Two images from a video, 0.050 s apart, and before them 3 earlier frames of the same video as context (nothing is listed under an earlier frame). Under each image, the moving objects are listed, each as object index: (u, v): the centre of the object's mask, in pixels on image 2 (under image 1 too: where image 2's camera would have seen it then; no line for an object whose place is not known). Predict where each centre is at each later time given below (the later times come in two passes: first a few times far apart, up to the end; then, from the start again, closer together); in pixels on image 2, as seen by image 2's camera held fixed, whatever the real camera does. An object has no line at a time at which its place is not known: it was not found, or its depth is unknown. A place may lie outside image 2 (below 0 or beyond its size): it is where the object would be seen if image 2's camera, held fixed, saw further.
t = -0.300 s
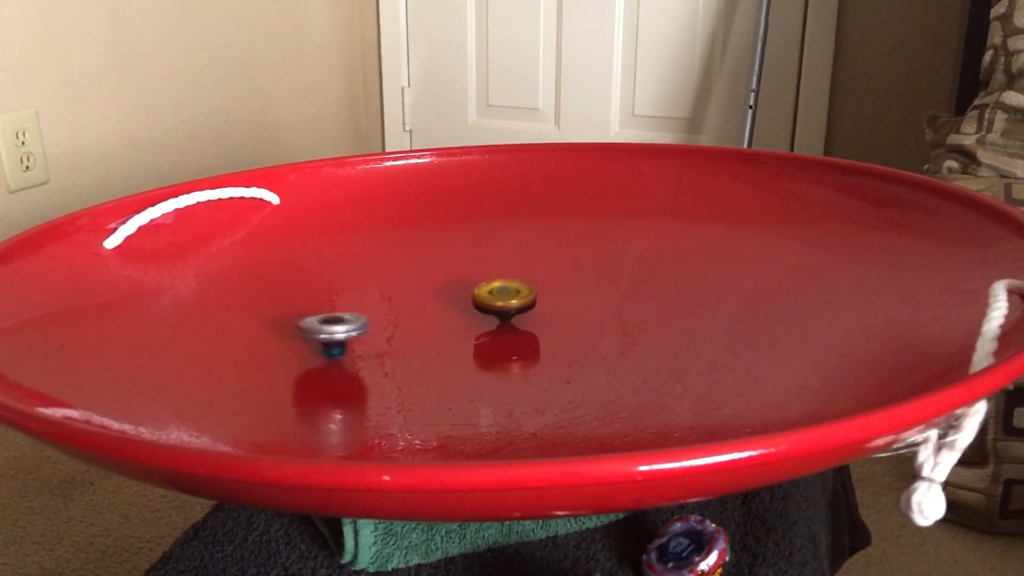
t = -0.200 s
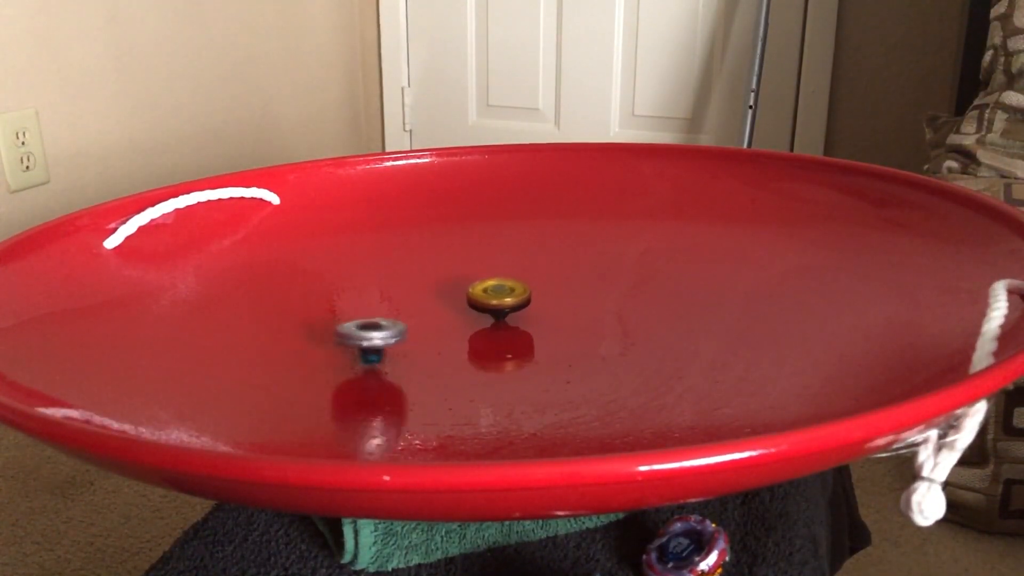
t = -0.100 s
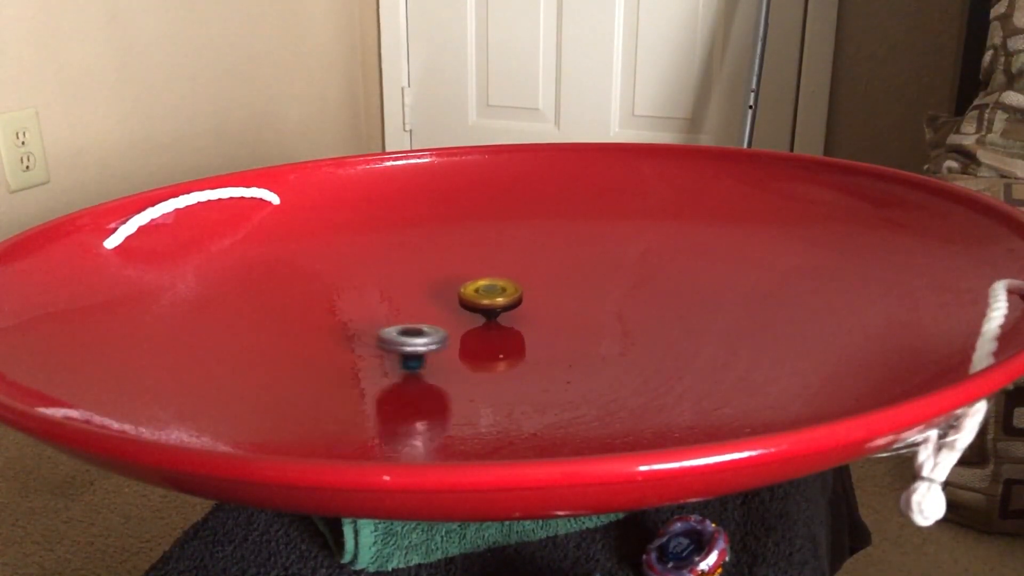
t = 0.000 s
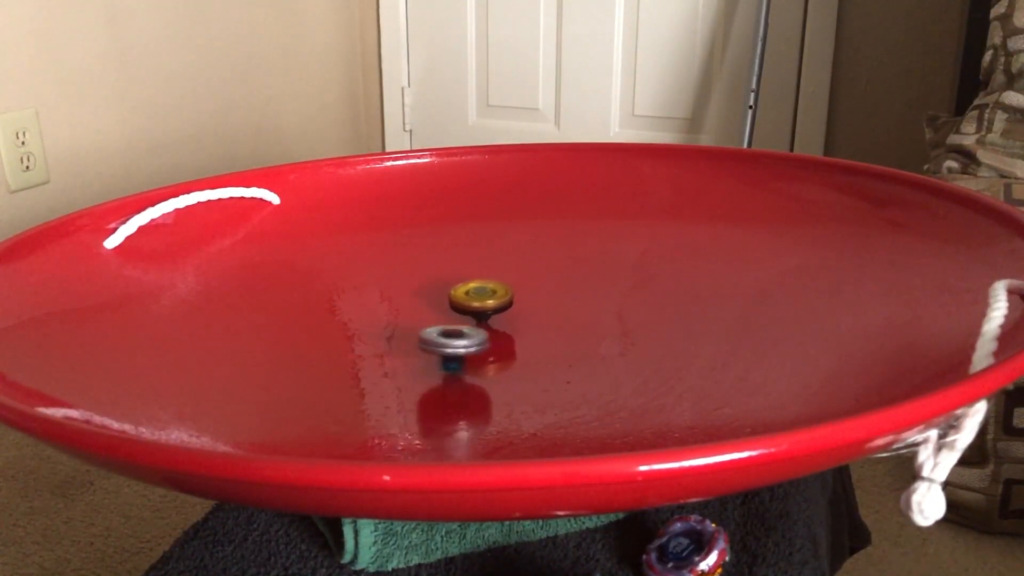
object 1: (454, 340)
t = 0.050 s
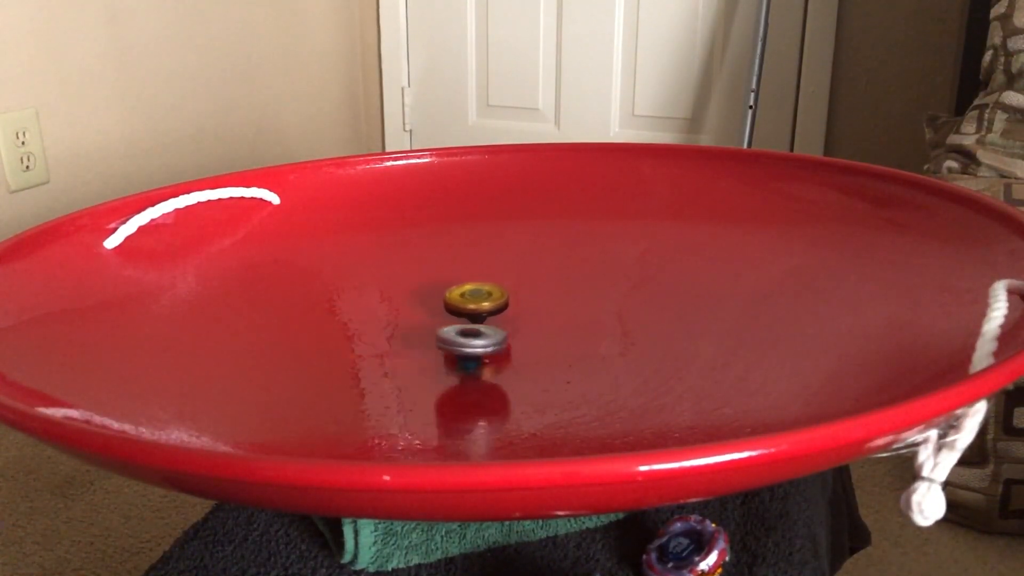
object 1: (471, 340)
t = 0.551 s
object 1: (533, 348)
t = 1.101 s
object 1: (570, 348)
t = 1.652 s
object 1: (543, 322)
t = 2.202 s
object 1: (659, 270)
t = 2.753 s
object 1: (694, 283)
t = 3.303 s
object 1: (330, 205)
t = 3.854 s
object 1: (330, 426)
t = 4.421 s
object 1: (799, 252)
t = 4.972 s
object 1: (352, 233)
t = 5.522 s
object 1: (260, 343)
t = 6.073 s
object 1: (550, 350)
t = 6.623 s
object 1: (524, 330)
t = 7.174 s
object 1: (472, 326)
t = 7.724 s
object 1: (444, 324)
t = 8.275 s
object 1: (446, 320)
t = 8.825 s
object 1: (466, 318)
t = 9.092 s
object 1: (472, 319)
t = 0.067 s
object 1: (476, 339)
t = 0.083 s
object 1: (480, 339)
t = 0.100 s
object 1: (485, 338)
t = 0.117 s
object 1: (489, 338)
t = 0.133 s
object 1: (493, 338)
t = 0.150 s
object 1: (497, 337)
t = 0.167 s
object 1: (499, 337)
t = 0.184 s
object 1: (502, 337)
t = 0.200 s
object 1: (504, 337)
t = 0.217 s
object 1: (506, 336)
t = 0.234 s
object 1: (508, 336)
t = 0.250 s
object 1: (509, 336)
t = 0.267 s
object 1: (511, 336)
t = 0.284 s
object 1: (510, 336)
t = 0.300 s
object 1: (511, 336)
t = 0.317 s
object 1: (511, 337)
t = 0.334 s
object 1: (513, 336)
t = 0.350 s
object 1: (513, 336)
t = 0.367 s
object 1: (513, 336)
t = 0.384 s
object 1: (514, 336)
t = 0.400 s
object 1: (517, 338)
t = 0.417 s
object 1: (520, 339)
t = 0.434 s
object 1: (523, 341)
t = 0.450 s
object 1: (526, 342)
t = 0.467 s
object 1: (527, 344)
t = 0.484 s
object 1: (529, 344)
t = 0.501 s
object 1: (531, 345)
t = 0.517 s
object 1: (532, 346)
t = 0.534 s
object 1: (532, 346)
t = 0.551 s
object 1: (533, 348)
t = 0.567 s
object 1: (533, 348)
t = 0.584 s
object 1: (533, 349)
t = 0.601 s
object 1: (532, 348)
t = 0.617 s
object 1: (531, 350)
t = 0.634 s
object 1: (530, 350)
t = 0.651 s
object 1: (530, 350)
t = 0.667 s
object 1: (528, 350)
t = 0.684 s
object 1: (527, 350)
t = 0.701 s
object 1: (525, 350)
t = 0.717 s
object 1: (523, 350)
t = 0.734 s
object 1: (520, 349)
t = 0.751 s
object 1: (518, 350)
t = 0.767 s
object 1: (516, 350)
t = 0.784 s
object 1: (513, 349)
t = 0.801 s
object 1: (511, 348)
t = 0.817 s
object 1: (508, 348)
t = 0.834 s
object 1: (505, 347)
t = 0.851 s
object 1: (502, 346)
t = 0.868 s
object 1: (500, 345)
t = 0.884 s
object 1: (497, 345)
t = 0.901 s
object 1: (494, 344)
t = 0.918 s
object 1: (492, 343)
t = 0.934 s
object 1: (489, 342)
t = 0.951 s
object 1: (487, 341)
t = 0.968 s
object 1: (497, 342)
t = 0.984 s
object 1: (507, 343)
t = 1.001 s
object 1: (517, 344)
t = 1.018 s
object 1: (527, 345)
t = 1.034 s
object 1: (537, 346)
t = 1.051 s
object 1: (546, 347)
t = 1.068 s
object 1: (555, 347)
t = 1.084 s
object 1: (562, 347)
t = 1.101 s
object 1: (570, 348)
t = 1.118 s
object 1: (576, 348)
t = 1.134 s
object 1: (582, 348)
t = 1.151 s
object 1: (587, 348)
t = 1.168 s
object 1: (592, 348)
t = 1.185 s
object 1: (597, 347)
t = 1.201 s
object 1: (601, 347)
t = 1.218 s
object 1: (604, 346)
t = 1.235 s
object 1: (607, 346)
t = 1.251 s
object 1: (610, 346)
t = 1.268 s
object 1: (611, 345)
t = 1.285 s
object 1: (612, 344)
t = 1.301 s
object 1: (612, 344)
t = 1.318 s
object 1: (612, 343)
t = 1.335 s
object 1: (612, 342)
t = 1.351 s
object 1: (611, 342)
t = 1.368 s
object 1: (609, 340)
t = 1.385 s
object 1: (608, 340)
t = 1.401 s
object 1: (605, 338)
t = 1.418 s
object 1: (603, 338)
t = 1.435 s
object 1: (600, 336)
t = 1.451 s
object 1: (597, 335)
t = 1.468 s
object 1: (594, 335)
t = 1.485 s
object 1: (590, 334)
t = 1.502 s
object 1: (586, 332)
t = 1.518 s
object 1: (582, 331)
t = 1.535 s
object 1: (578, 330)
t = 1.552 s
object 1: (573, 329)
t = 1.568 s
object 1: (568, 328)
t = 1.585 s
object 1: (563, 327)
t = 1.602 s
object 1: (559, 326)
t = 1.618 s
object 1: (553, 325)
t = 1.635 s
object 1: (548, 324)
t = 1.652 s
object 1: (543, 322)
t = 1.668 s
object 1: (538, 321)
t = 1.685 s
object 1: (532, 320)
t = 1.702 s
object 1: (527, 320)
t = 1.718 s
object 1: (521, 319)
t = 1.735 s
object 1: (516, 318)
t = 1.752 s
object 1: (511, 317)
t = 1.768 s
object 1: (505, 316)
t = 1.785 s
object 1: (500, 315)
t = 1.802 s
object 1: (495, 315)
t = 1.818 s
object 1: (490, 314)
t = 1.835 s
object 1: (485, 313)
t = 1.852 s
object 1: (480, 312)
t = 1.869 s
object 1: (476, 312)
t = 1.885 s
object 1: (472, 311)
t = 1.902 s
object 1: (468, 310)
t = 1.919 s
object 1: (465, 309)
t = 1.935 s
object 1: (461, 309)
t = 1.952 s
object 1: (458, 308)
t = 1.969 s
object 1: (455, 308)
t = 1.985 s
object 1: (453, 307)
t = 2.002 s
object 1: (450, 307)
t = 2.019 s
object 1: (448, 306)
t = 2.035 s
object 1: (463, 303)
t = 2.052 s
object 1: (486, 302)
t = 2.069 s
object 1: (507, 298)
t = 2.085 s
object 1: (527, 295)
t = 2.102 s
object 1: (548, 291)
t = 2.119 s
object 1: (567, 289)
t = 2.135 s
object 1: (587, 283)
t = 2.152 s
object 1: (605, 280)
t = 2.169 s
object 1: (624, 277)
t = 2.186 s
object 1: (641, 273)
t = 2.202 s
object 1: (659, 270)
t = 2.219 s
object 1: (675, 265)
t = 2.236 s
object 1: (690, 262)
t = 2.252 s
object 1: (704, 257)
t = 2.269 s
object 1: (718, 255)
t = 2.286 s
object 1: (730, 251)
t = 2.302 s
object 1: (742, 249)
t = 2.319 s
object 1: (753, 245)
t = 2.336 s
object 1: (763, 242)
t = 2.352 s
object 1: (772, 241)
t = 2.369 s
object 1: (780, 238)
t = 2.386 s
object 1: (787, 236)
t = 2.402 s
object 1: (793, 232)
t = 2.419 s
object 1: (798, 231)
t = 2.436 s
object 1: (803, 232)
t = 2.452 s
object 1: (806, 233)
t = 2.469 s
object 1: (808, 233)
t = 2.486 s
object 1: (809, 233)
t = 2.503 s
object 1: (809, 235)
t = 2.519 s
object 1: (808, 236)
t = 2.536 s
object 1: (806, 238)
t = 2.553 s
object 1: (803, 239)
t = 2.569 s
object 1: (799, 242)
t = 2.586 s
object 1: (794, 245)
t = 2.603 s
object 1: (787, 247)
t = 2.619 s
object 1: (781, 251)
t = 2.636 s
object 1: (773, 255)
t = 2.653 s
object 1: (763, 259)
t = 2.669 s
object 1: (754, 263)
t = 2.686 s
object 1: (743, 267)
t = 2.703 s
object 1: (732, 271)
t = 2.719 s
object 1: (720, 275)
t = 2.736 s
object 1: (707, 280)
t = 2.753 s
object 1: (694, 283)
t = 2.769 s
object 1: (680, 288)
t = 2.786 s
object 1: (665, 293)
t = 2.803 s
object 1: (651, 296)
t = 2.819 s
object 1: (640, 293)
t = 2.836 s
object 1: (641, 281)
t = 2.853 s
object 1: (645, 266)
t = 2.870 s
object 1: (647, 250)
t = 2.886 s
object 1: (648, 236)
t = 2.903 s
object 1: (648, 220)
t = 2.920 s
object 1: (648, 206)
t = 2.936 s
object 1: (648, 192)
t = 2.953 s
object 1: (646, 175)
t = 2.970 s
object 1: (642, 158)
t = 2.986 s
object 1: (631, 142)
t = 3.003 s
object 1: (614, 127)
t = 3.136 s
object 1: (492, 126)
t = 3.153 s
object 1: (477, 139)
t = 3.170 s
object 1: (458, 160)
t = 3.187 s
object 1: (441, 180)
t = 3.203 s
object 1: (425, 205)
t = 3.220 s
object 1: (411, 217)
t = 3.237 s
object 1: (396, 210)
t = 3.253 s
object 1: (380, 204)
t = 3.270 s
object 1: (364, 201)
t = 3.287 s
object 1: (346, 201)
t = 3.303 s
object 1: (330, 205)
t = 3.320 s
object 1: (312, 212)
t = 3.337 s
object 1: (293, 223)
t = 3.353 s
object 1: (275, 238)
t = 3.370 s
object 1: (256, 257)
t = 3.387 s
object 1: (238, 268)
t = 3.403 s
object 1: (223, 267)
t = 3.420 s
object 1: (207, 270)
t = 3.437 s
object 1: (188, 275)
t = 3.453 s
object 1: (172, 285)
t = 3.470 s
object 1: (156, 297)
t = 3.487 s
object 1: (142, 292)
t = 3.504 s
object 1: (127, 285)
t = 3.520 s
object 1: (114, 284)
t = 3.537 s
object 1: (101, 287)
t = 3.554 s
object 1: (88, 295)
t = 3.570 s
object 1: (74, 307)
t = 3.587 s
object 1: (60, 323)
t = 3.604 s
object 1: (51, 336)
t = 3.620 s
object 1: (48, 338)
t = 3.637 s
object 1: (46, 348)
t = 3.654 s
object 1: (49, 355)
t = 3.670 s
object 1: (60, 359)
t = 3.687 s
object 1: (71, 368)
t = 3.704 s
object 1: (85, 383)
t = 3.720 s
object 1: (103, 391)
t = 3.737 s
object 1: (125, 400)
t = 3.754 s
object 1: (149, 406)
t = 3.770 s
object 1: (177, 408)
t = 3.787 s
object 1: (207, 420)
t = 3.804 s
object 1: (234, 424)
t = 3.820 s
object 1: (264, 428)
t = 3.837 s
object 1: (300, 428)
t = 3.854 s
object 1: (330, 426)
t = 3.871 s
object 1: (365, 427)
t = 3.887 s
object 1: (400, 431)
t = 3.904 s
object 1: (436, 436)
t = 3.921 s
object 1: (469, 430)
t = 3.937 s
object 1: (501, 426)
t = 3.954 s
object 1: (535, 426)
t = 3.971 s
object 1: (566, 428)
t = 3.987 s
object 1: (598, 415)
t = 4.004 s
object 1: (628, 405)
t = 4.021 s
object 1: (653, 400)
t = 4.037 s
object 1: (678, 399)
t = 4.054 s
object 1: (708, 397)
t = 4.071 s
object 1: (728, 389)
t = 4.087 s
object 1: (748, 382)
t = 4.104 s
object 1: (770, 376)
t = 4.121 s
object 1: (784, 368)
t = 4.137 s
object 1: (799, 361)
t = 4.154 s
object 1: (812, 351)
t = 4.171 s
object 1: (823, 343)
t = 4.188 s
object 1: (832, 337)
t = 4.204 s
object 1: (839, 329)
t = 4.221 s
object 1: (844, 321)
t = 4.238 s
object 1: (847, 314)
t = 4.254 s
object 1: (849, 306)
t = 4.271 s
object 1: (849, 299)
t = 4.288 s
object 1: (848, 293)
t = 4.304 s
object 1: (845, 287)
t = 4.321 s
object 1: (842, 281)
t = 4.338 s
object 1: (837, 276)
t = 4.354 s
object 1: (831, 270)
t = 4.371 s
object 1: (825, 265)
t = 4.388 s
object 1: (817, 261)
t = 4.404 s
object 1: (809, 255)
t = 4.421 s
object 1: (799, 252)
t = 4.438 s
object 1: (790, 249)
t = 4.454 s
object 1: (780, 245)
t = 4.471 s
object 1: (768, 242)
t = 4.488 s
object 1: (758, 240)
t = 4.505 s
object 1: (745, 237)
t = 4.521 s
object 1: (732, 234)
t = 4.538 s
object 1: (720, 233)
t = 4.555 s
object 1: (707, 231)
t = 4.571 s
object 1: (693, 229)
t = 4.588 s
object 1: (680, 228)
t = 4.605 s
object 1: (666, 227)
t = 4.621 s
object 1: (651, 226)
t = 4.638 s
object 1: (638, 225)
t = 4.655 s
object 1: (624, 225)
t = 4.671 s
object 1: (610, 224)
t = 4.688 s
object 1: (596, 224)
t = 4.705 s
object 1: (582, 223)
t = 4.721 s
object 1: (566, 223)
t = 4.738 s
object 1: (552, 223)
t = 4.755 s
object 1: (538, 223)
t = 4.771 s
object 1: (522, 223)
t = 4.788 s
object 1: (507, 223)
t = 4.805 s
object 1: (494, 224)
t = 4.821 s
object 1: (479, 224)
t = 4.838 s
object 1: (463, 224)
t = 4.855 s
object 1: (450, 225)
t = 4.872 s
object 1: (435, 226)
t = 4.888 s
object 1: (420, 226)
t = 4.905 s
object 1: (406, 227)
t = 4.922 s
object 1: (392, 228)
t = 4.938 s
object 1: (378, 229)
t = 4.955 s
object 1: (365, 231)
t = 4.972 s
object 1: (352, 233)
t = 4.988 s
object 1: (339, 234)
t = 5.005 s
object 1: (326, 235)
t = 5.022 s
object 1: (315, 237)
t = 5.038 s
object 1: (303, 238)
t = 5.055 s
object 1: (291, 241)
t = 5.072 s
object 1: (281, 243)
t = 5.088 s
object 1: (271, 245)
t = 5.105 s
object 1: (260, 248)
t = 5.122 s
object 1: (252, 251)
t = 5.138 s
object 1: (243, 253)
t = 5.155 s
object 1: (235, 256)
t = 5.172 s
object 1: (229, 260)
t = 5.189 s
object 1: (222, 263)
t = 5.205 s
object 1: (216, 266)
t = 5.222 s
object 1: (212, 270)
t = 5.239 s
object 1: (209, 274)
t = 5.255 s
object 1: (204, 277)
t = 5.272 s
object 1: (203, 281)
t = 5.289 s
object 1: (202, 286)
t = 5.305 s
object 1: (199, 289)
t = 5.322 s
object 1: (200, 294)
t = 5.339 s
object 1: (200, 298)
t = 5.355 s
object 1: (201, 303)
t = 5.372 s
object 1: (204, 307)
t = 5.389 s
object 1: (208, 311)
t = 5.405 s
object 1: (211, 315)
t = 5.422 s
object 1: (216, 320)
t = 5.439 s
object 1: (223, 324)
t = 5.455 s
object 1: (228, 327)
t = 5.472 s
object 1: (235, 331)
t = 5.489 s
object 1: (244, 336)
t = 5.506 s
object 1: (251, 339)
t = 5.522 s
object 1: (260, 343)
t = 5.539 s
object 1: (271, 346)
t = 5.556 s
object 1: (280, 349)
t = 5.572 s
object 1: (291, 352)
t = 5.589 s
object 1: (303, 355)
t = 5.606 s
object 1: (314, 357)
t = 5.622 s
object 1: (325, 360)
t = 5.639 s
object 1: (338, 362)
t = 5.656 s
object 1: (350, 364)
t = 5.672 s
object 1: (362, 365)
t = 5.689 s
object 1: (374, 367)
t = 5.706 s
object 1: (386, 367)
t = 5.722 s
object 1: (397, 369)
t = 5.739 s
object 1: (409, 369)
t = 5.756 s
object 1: (421, 369)
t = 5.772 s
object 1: (431, 369)
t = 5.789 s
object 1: (441, 369)
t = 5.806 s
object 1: (453, 369)
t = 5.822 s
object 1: (462, 368)
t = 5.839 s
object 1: (471, 368)
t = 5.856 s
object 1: (481, 367)
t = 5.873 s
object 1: (489, 366)
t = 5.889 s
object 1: (497, 365)
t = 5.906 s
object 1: (504, 364)
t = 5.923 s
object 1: (511, 363)
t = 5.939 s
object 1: (518, 361)
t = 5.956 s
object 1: (524, 359)
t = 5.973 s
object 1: (529, 358)
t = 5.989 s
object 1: (534, 357)
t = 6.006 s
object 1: (538, 355)
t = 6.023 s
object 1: (541, 354)
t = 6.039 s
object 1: (545, 352)
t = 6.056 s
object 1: (548, 351)
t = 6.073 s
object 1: (550, 350)
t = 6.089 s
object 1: (552, 348)
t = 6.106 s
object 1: (553, 347)
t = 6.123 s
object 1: (554, 345)
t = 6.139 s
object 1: (555, 344)
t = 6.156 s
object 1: (555, 343)
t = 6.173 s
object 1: (556, 343)
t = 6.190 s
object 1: (555, 342)
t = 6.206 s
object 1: (555, 340)
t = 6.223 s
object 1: (555, 339)
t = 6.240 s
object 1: (554, 339)
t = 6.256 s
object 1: (554, 338)
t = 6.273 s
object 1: (553, 337)
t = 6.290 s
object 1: (553, 336)
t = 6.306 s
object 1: (552, 335)
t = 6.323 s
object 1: (551, 335)
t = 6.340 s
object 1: (550, 334)
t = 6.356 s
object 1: (549, 334)
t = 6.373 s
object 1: (548, 333)
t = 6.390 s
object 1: (547, 333)
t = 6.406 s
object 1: (546, 333)
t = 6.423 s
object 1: (544, 333)
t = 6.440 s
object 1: (543, 333)
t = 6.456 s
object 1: (541, 332)
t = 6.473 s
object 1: (540, 332)
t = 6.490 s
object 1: (538, 331)
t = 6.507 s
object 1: (537, 331)
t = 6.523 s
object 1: (535, 331)
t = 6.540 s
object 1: (533, 331)
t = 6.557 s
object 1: (532, 330)
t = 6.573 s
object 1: (530, 331)
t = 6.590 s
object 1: (528, 330)
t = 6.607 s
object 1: (526, 330)
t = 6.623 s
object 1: (524, 330)
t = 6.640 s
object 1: (522, 330)
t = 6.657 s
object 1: (520, 330)
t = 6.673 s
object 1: (518, 329)
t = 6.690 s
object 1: (517, 329)
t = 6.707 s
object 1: (515, 329)
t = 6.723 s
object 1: (513, 329)
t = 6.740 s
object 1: (511, 329)
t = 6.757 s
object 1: (510, 329)
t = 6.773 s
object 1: (508, 329)
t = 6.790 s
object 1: (507, 328)
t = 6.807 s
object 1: (505, 328)
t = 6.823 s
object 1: (503, 328)
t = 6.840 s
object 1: (502, 328)
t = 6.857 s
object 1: (500, 327)
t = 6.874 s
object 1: (498, 327)
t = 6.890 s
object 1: (497, 327)
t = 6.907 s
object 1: (496, 327)
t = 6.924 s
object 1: (494, 327)
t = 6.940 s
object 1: (493, 327)
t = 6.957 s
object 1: (491, 327)
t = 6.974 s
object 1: (490, 326)
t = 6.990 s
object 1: (488, 327)
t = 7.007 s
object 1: (487, 326)
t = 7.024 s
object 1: (485, 326)
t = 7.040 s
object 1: (484, 326)
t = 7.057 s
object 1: (482, 326)
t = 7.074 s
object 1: (481, 326)
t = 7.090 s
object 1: (480, 326)
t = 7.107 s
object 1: (478, 326)
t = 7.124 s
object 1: (476, 326)
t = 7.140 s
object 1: (475, 326)
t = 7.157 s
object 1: (473, 325)
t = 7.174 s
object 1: (472, 326)
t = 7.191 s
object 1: (471, 326)
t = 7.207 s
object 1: (469, 326)
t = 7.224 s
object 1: (468, 326)
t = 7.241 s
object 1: (468, 326)
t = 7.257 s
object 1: (466, 326)
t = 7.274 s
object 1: (465, 326)
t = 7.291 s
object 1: (464, 326)
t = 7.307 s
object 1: (463, 326)
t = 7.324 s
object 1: (461, 326)
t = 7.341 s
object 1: (460, 326)
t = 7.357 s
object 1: (459, 326)
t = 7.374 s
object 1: (458, 326)
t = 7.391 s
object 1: (457, 326)
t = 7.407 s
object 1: (456, 326)
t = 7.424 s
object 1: (455, 326)
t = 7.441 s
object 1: (454, 326)
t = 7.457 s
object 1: (453, 326)
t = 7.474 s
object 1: (452, 326)
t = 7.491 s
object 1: (452, 326)
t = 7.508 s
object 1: (451, 326)
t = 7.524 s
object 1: (450, 326)
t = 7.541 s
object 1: (449, 325)
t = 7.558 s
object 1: (448, 325)
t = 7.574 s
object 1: (447, 325)
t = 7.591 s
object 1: (447, 325)
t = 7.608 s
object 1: (447, 325)
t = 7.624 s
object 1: (447, 325)
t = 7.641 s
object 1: (446, 325)
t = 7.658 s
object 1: (446, 325)
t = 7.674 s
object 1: (445, 325)
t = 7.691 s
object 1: (445, 324)
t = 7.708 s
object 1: (444, 324)
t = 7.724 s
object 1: (444, 324)
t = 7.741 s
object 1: (443, 324)
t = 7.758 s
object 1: (443, 324)
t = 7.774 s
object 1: (443, 324)
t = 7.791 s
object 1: (443, 323)
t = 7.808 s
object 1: (443, 323)
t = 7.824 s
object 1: (443, 323)
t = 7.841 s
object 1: (442, 323)
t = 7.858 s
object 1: (442, 323)
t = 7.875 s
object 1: (443, 323)
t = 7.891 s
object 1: (442, 323)
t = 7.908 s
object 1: (442, 323)
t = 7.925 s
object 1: (442, 323)
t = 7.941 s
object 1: (442, 322)
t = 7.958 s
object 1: (442, 322)
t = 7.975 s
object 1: (442, 322)
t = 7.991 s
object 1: (442, 322)
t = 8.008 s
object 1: (442, 322)
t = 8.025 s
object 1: (442, 322)
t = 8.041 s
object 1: (442, 322)
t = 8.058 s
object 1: (443, 322)
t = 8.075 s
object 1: (443, 321)
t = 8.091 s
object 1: (443, 322)
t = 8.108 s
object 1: (444, 321)
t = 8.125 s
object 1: (444, 321)
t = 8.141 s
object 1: (444, 321)
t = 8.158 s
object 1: (444, 321)
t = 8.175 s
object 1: (444, 321)
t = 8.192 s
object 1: (445, 320)
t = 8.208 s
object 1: (445, 321)
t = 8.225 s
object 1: (445, 320)
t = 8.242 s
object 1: (446, 320)
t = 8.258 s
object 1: (446, 320)
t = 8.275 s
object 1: (446, 320)
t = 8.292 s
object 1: (447, 320)
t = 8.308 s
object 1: (447, 320)
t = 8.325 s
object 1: (448, 319)
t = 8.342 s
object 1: (448, 319)
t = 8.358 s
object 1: (449, 319)
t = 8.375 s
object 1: (449, 319)
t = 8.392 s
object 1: (450, 319)
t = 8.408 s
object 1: (451, 319)
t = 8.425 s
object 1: (451, 319)
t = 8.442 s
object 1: (452, 319)
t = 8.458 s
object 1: (452, 318)
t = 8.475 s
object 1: (453, 318)
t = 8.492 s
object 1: (453, 318)
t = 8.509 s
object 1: (454, 318)
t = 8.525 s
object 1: (454, 318)
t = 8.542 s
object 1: (455, 318)
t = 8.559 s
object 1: (455, 318)
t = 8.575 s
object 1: (456, 318)
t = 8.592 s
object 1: (457, 318)
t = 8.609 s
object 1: (457, 317)
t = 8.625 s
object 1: (458, 318)
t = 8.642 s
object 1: (459, 317)
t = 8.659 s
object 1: (459, 317)
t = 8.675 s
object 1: (460, 318)
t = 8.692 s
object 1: (460, 317)
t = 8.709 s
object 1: (461, 318)
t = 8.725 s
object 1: (461, 318)
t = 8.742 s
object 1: (462, 317)
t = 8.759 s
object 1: (463, 318)
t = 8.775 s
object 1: (464, 318)
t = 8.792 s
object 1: (464, 318)
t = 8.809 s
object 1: (465, 318)
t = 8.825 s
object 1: (466, 318)
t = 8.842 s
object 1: (466, 318)
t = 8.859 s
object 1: (467, 318)
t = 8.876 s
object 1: (467, 318)
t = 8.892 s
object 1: (468, 318)
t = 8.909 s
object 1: (468, 318)
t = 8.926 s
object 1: (469, 318)
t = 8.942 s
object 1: (469, 318)
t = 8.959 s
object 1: (470, 318)
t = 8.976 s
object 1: (470, 318)
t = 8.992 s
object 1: (470, 318)
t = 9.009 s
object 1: (471, 319)
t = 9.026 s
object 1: (471, 319)
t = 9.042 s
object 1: (471, 319)
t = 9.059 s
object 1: (472, 319)
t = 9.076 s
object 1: (472, 319)
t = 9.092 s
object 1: (472, 319)
